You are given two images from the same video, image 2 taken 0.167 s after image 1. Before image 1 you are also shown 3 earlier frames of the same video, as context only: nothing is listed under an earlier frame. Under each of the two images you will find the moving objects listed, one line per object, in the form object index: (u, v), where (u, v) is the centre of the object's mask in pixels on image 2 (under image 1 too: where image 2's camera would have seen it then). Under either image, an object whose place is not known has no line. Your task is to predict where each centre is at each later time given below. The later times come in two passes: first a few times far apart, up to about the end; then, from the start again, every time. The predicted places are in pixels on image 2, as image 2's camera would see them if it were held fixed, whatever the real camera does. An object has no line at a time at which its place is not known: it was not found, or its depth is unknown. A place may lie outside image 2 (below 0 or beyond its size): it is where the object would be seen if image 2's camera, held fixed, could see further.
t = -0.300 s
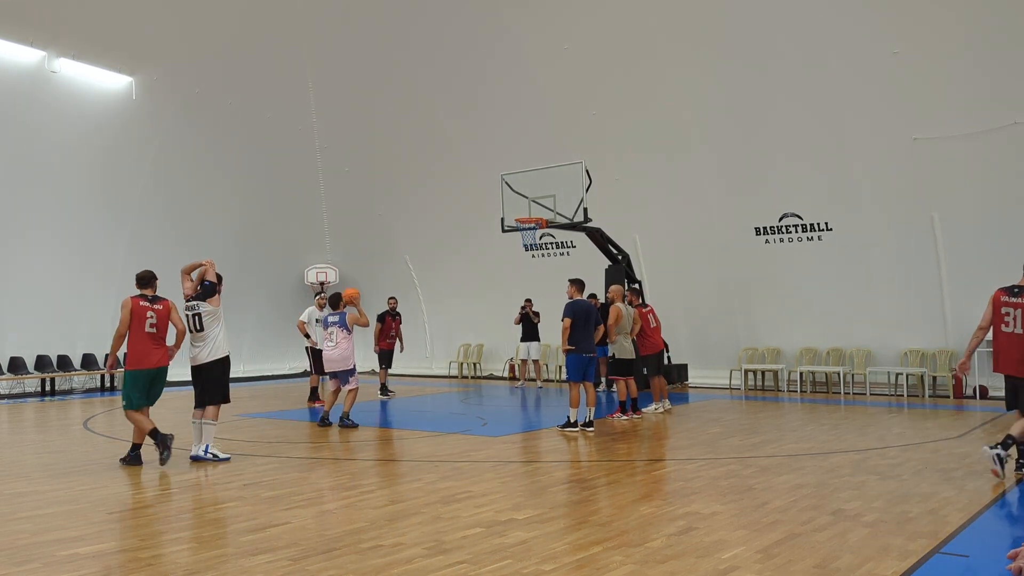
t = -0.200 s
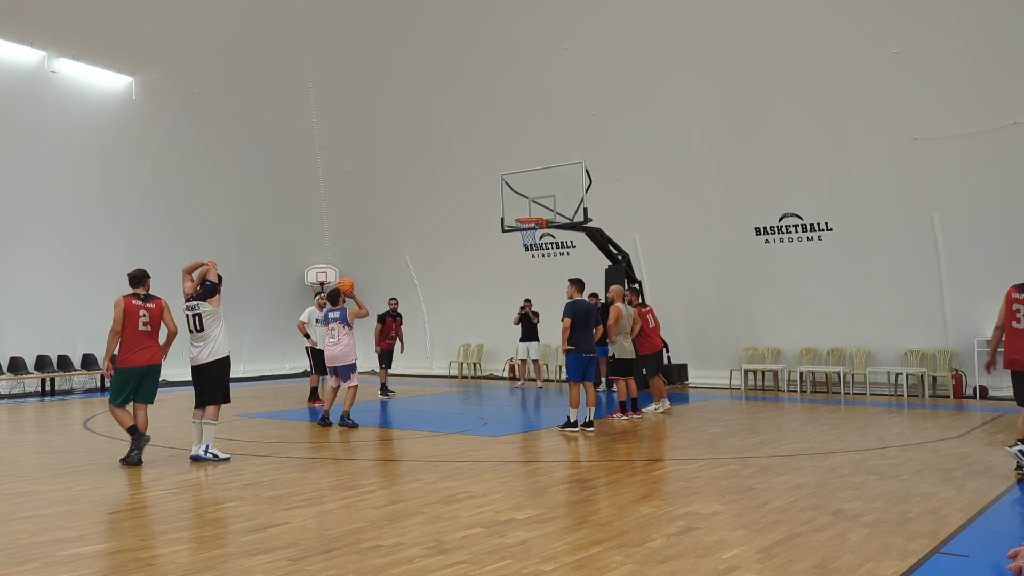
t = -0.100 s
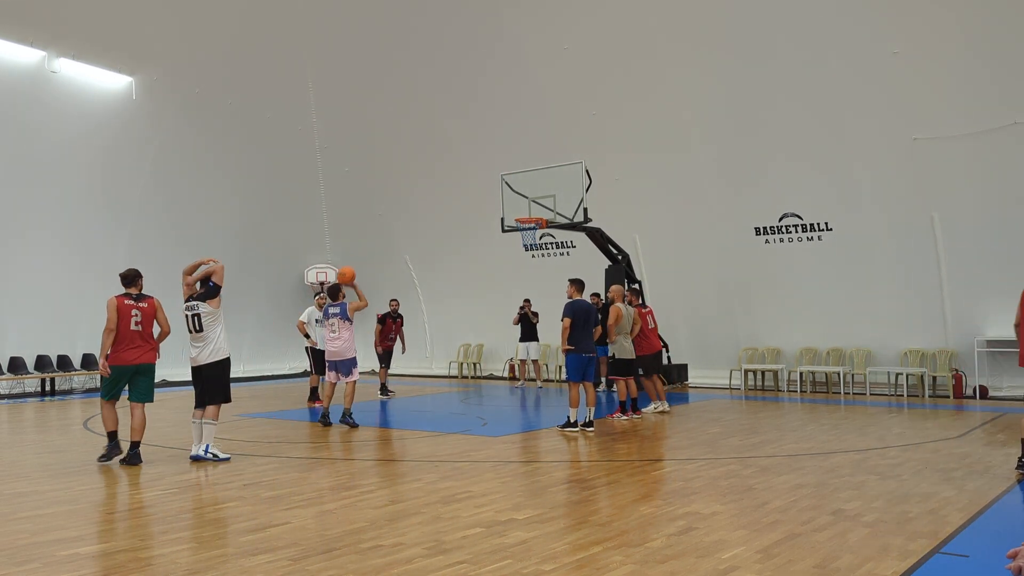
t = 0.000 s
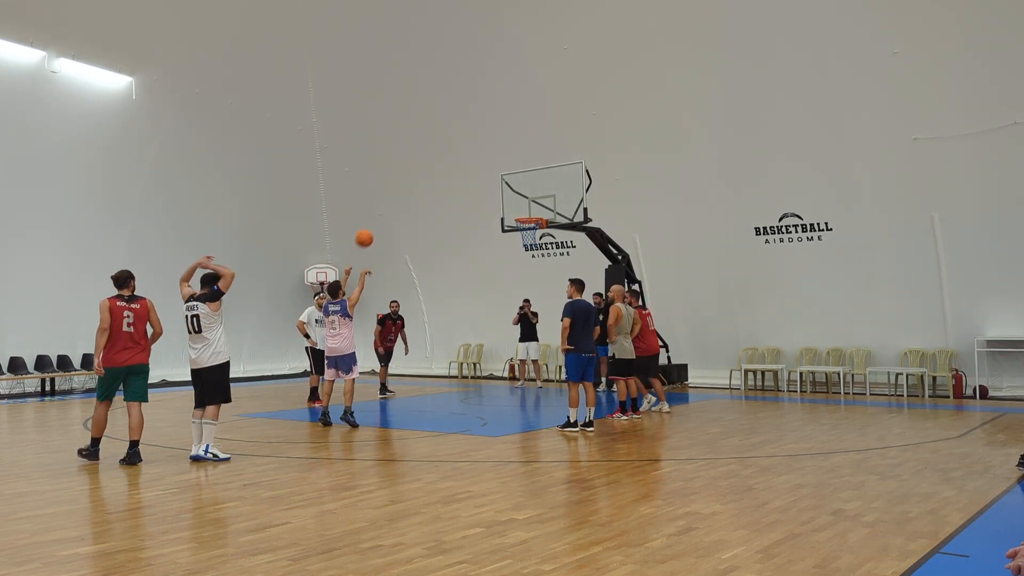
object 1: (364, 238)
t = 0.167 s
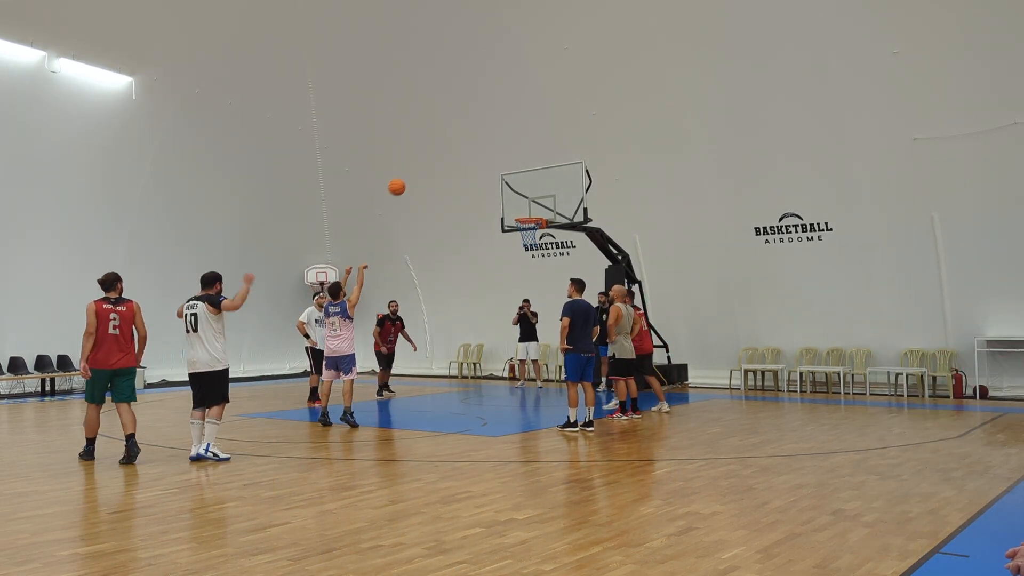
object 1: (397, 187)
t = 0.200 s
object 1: (403, 179)
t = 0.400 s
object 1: (437, 152)
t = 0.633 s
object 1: (474, 154)
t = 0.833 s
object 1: (502, 181)
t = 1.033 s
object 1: (528, 227)
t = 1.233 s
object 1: (538, 238)
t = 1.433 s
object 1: (548, 268)
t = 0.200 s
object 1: (403, 179)
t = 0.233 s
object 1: (409, 173)
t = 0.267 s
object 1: (415, 167)
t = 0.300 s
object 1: (420, 162)
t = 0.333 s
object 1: (426, 158)
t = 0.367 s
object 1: (432, 155)
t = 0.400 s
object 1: (437, 152)
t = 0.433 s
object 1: (443, 150)
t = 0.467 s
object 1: (448, 149)
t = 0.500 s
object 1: (453, 149)
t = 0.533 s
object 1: (458, 149)
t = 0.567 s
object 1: (464, 150)
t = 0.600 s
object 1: (469, 152)
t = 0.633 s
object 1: (474, 154)
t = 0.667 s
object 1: (479, 157)
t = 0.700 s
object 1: (483, 161)
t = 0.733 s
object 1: (488, 165)
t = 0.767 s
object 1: (493, 170)
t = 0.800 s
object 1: (497, 175)
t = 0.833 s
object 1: (502, 181)
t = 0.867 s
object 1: (507, 187)
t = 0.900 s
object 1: (511, 194)
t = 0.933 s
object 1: (515, 202)
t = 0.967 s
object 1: (520, 210)
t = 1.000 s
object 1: (523, 215)
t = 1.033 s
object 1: (528, 227)
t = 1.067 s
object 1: (530, 229)
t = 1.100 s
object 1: (532, 231)
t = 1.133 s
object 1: (534, 232)
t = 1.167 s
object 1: (535, 234)
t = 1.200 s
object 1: (537, 236)
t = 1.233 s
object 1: (538, 238)
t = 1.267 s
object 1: (540, 242)
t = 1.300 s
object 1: (541, 246)
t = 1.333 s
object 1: (543, 250)
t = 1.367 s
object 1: (544, 255)
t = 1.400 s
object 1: (546, 261)
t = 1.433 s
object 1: (548, 268)
